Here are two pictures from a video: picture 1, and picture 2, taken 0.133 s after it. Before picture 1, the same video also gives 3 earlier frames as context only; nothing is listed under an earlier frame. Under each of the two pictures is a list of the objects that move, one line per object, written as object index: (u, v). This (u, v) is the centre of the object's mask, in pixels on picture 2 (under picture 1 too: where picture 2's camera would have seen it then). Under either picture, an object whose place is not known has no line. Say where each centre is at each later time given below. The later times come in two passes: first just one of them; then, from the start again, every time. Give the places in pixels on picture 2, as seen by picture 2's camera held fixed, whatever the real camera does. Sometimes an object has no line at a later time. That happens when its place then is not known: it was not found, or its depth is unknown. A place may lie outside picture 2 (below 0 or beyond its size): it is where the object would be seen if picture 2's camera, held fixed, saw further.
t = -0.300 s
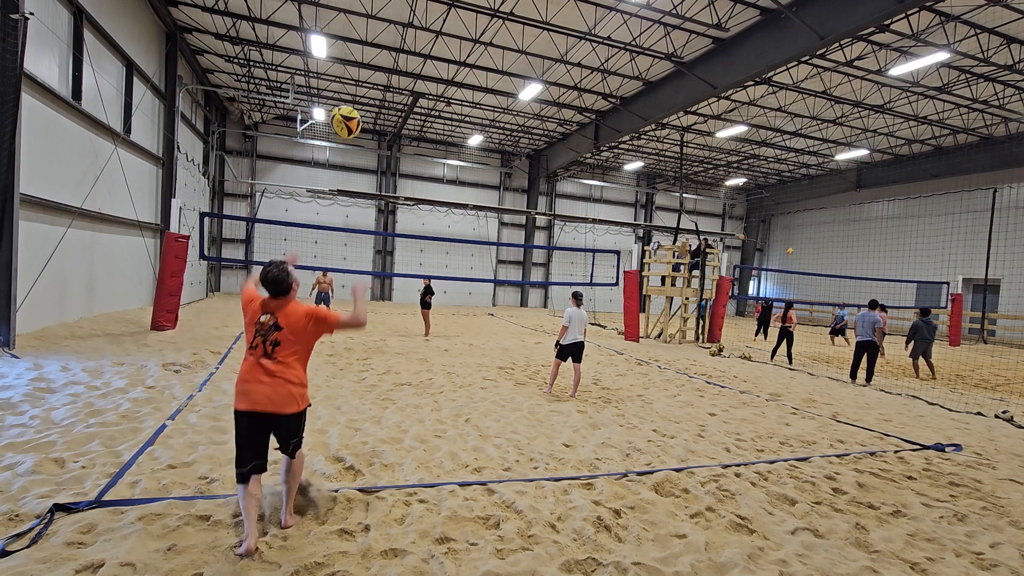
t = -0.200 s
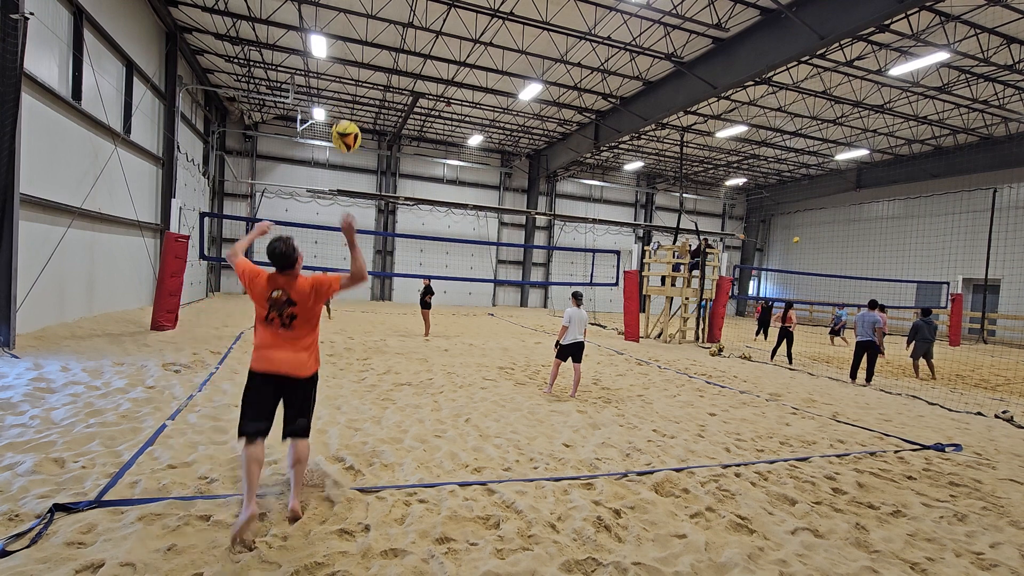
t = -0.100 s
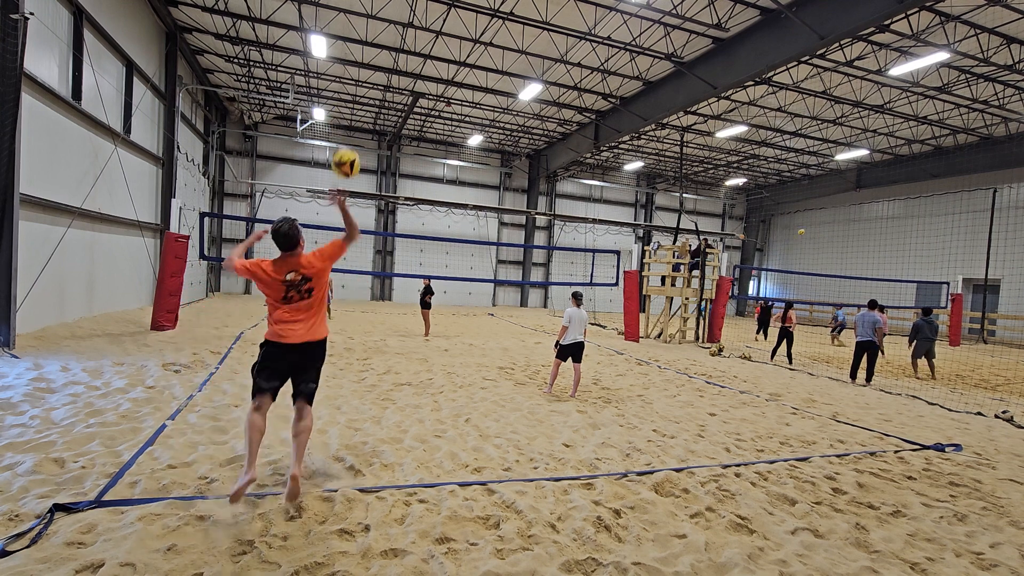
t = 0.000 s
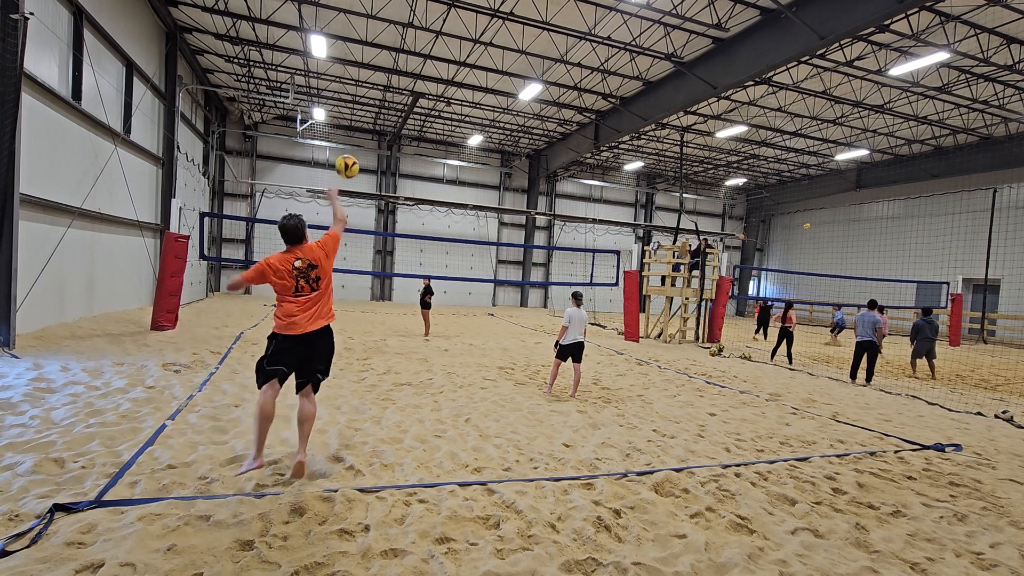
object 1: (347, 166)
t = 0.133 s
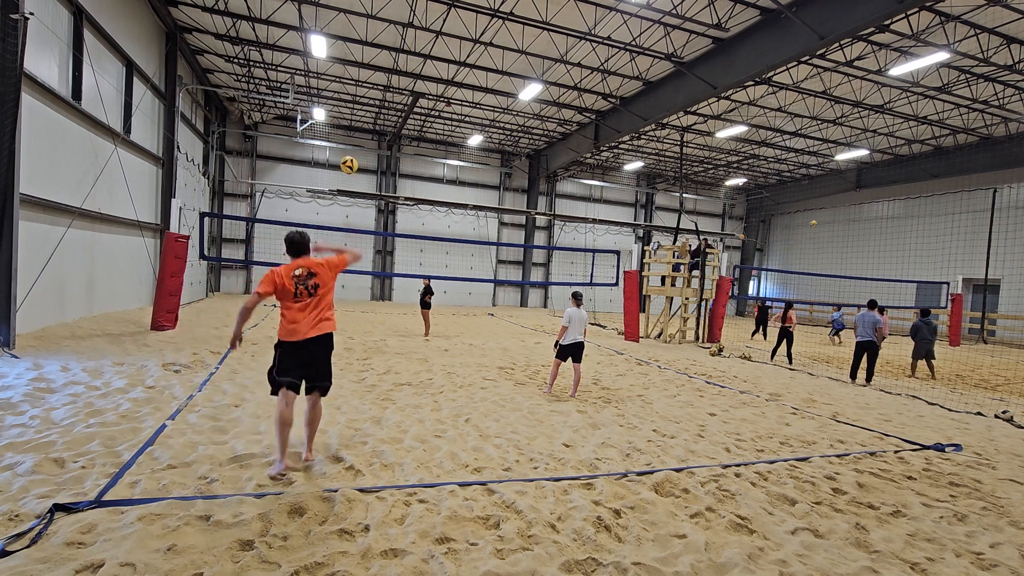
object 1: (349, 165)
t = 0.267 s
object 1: (348, 176)
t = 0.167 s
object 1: (349, 167)
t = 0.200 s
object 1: (349, 170)
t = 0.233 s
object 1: (349, 173)
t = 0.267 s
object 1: (348, 176)
